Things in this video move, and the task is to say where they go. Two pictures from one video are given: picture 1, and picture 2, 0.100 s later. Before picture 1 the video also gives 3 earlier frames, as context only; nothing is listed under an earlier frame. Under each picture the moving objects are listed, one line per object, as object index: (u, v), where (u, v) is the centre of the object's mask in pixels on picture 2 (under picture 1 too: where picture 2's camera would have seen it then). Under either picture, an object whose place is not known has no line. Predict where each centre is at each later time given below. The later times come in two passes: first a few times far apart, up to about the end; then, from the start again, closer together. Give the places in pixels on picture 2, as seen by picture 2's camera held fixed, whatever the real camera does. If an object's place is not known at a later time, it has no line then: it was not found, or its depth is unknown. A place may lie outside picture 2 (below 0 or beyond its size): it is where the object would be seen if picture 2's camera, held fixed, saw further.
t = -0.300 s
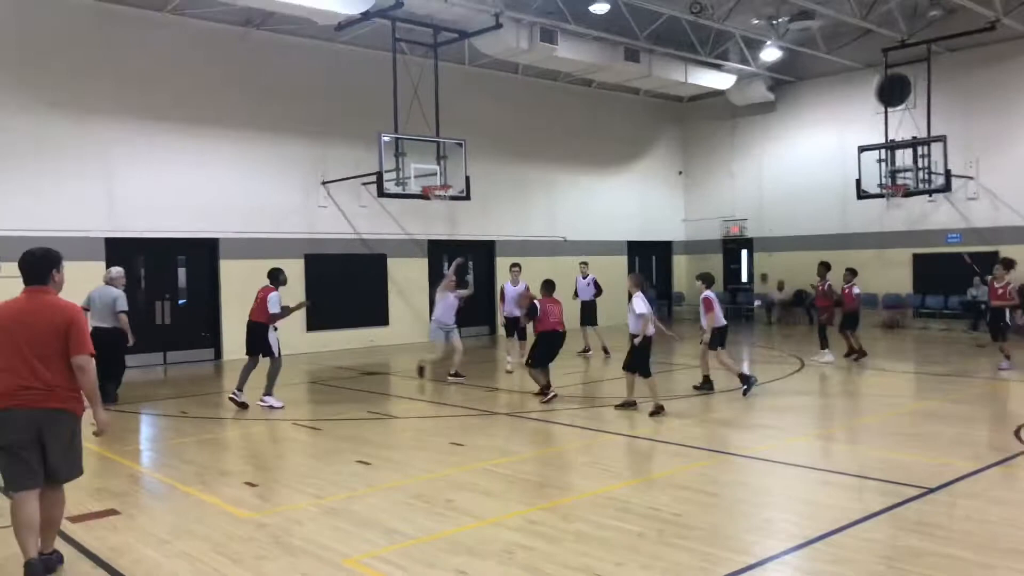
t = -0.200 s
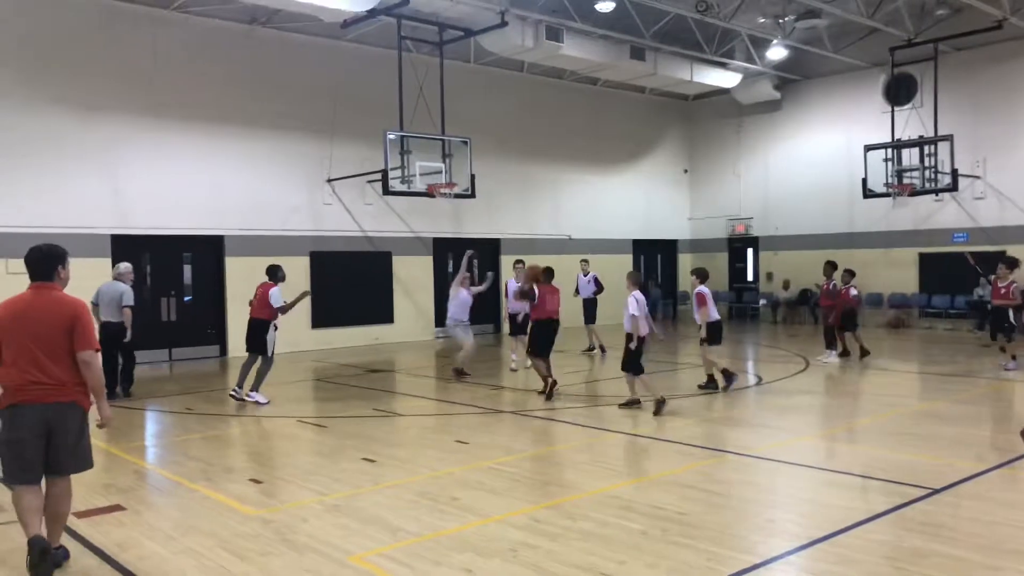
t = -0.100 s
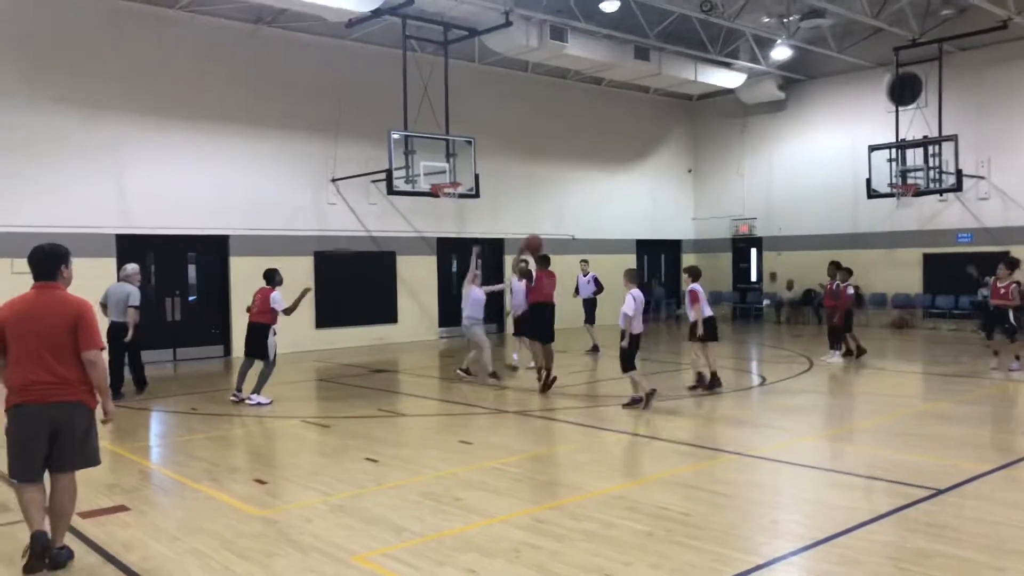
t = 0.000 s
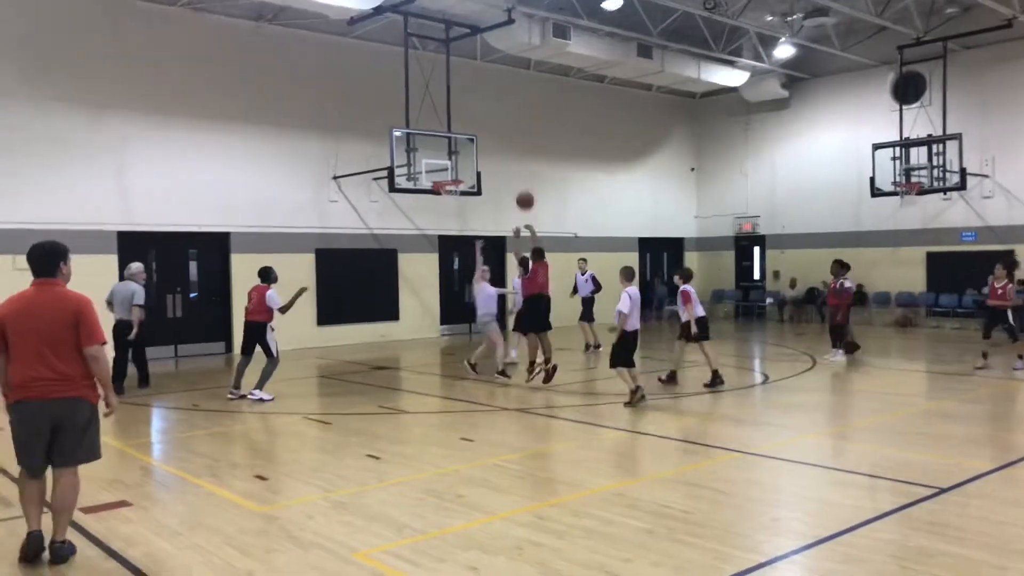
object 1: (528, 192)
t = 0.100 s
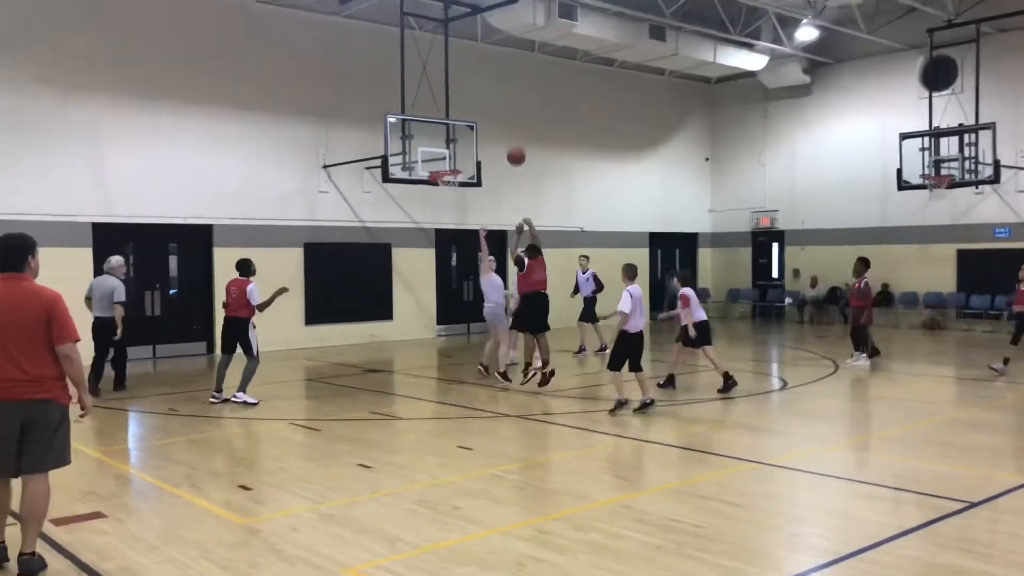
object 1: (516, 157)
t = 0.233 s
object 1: (502, 124)
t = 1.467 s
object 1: (493, 205)
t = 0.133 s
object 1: (512, 147)
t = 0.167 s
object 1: (509, 137)
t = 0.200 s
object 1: (505, 130)
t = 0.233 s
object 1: (502, 124)
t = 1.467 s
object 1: (493, 205)
